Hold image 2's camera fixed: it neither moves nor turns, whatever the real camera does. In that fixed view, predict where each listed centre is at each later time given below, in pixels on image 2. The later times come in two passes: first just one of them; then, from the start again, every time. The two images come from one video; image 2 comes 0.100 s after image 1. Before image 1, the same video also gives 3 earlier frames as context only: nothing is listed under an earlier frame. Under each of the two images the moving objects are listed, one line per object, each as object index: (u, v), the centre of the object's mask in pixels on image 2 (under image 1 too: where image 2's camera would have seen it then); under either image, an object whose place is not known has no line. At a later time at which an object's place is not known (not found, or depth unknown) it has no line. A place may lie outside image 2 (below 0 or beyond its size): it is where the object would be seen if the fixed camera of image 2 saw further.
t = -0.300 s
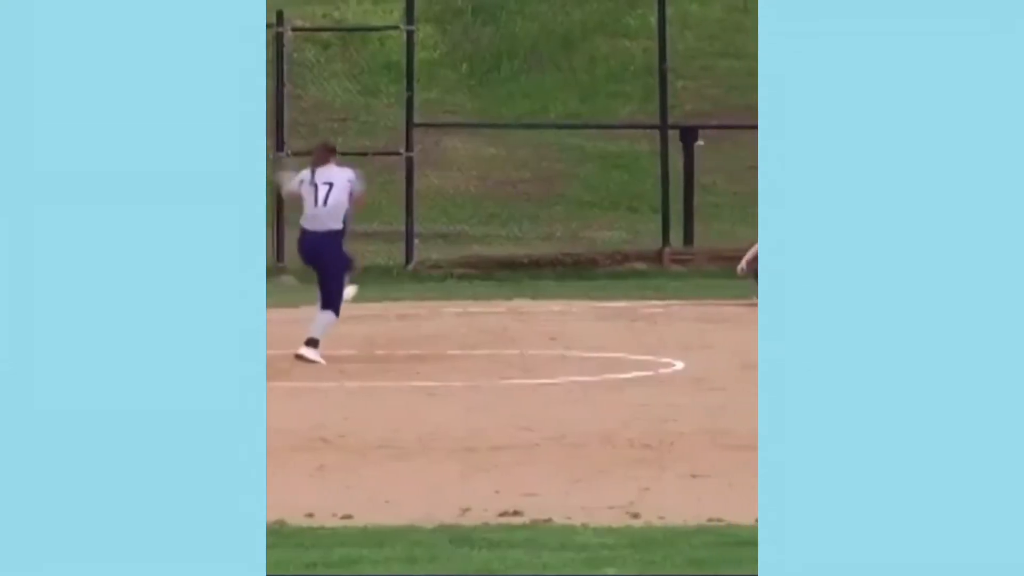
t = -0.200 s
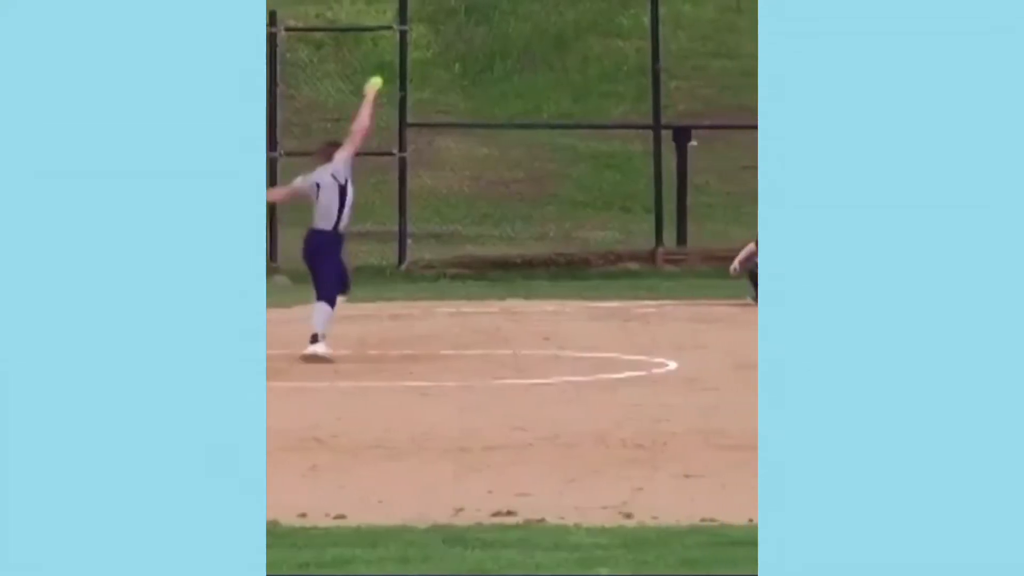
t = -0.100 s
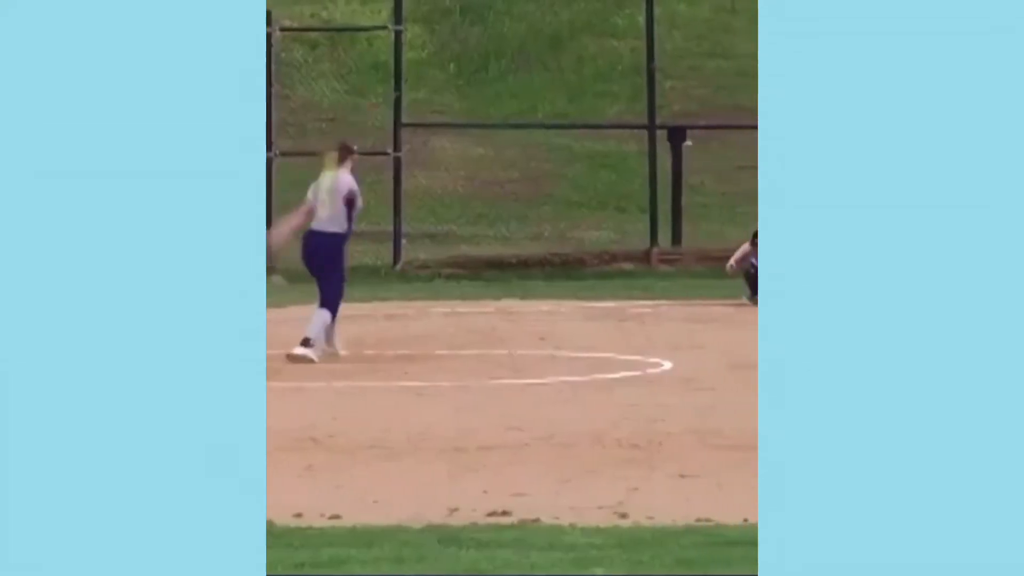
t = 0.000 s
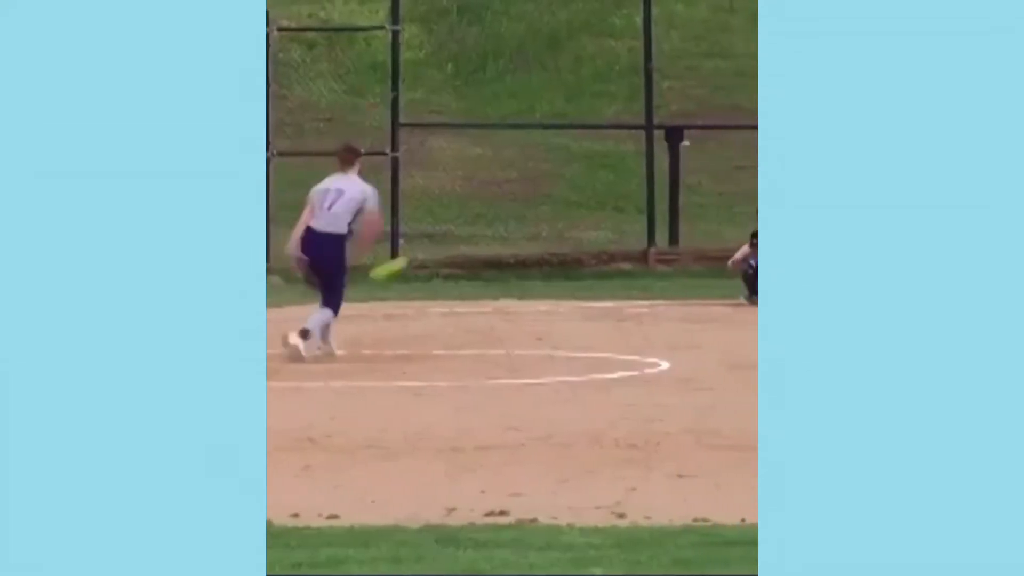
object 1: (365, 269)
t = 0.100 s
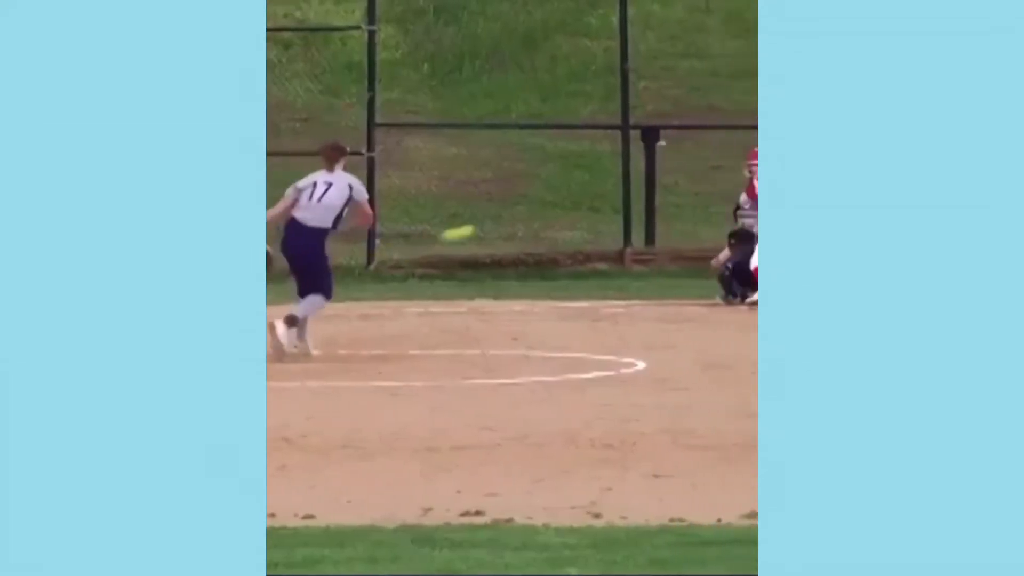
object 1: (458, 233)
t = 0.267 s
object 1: (583, 212)
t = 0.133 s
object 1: (485, 226)
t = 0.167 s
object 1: (512, 220)
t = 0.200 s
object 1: (536, 216)
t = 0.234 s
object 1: (561, 214)
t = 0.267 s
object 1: (583, 212)
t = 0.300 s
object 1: (605, 213)
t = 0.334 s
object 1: (627, 215)
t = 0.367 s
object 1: (646, 217)
